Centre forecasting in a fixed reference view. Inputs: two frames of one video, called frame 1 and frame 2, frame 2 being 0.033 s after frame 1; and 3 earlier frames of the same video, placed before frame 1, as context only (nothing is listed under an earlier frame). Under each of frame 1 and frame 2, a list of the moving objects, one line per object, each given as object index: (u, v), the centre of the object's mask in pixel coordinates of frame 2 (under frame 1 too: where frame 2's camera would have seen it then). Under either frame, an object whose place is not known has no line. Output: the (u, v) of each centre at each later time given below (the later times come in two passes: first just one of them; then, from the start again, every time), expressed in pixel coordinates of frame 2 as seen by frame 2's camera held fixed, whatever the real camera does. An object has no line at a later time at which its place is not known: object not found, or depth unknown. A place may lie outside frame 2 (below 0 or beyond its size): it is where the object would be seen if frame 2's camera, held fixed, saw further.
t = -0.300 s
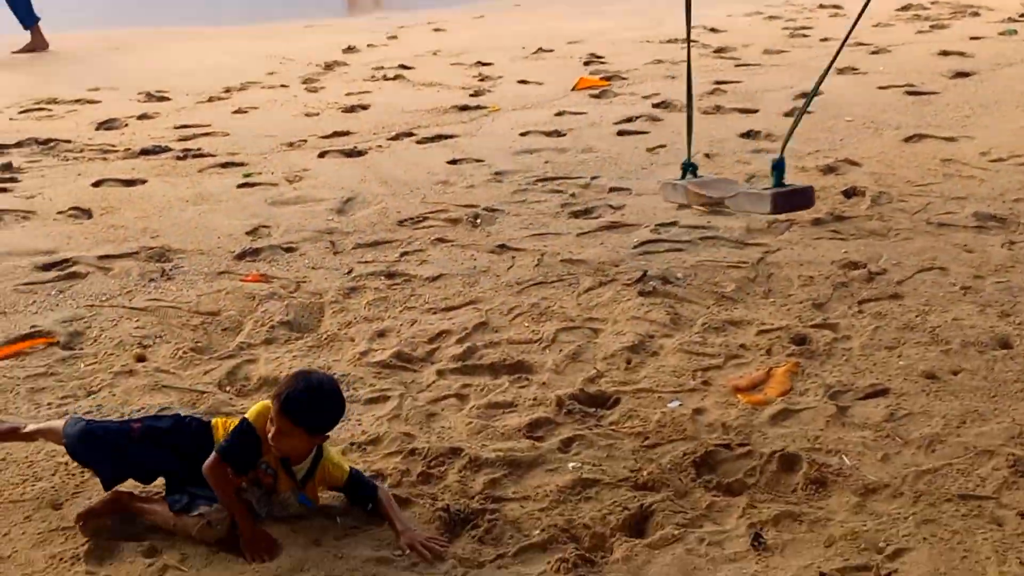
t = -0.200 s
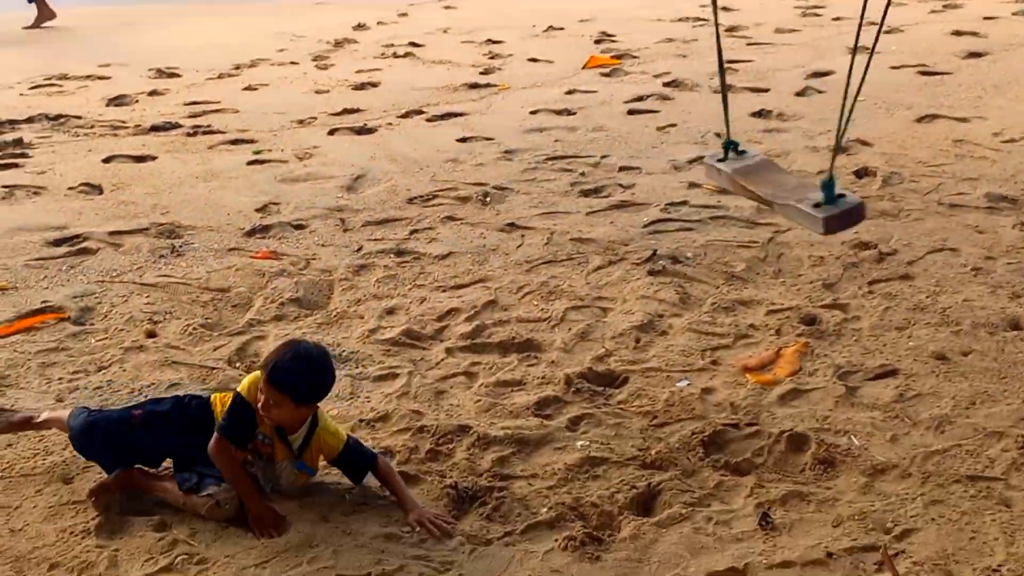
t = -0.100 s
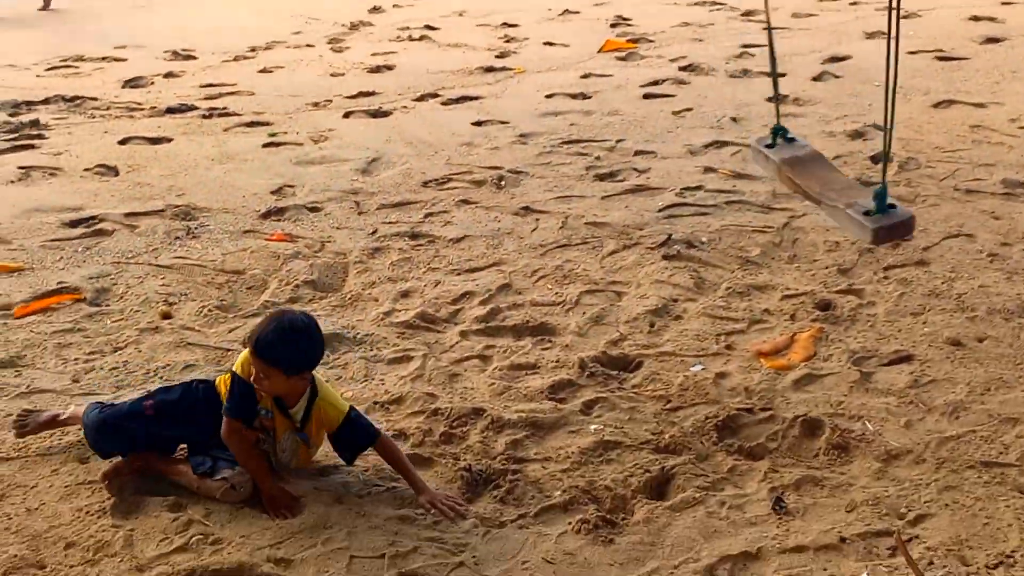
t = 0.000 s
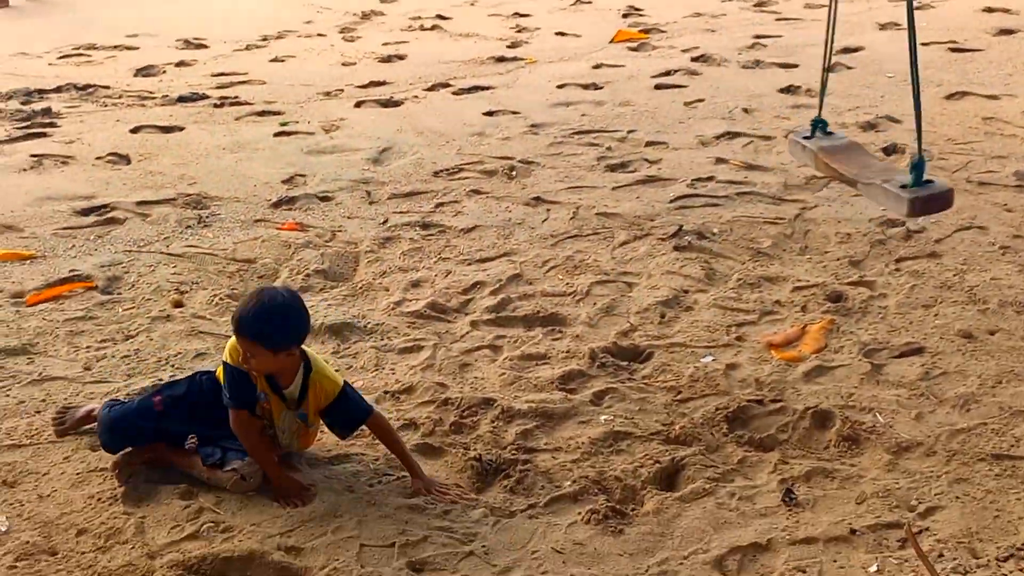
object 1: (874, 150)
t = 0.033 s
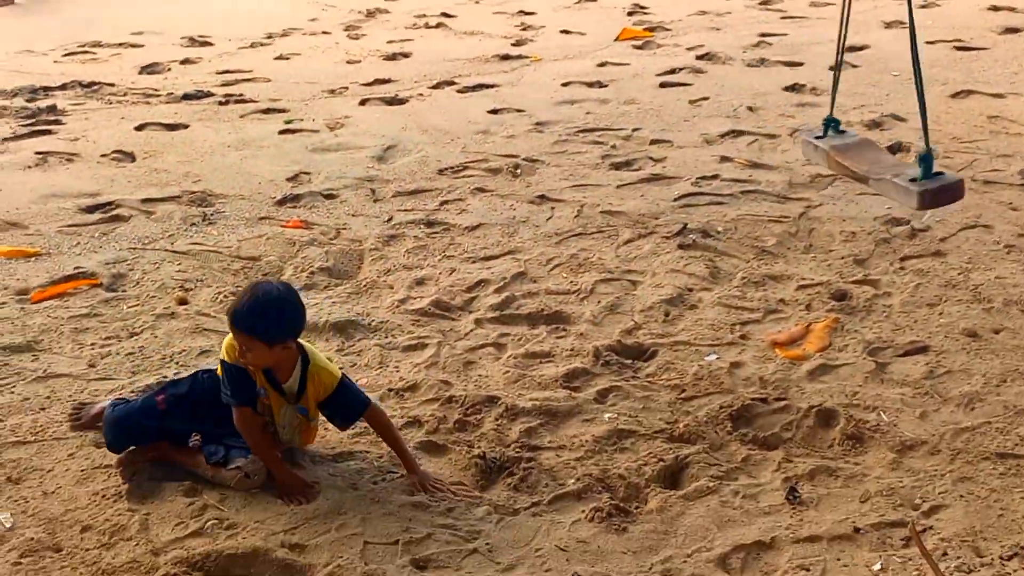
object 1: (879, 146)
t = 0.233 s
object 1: (904, 157)
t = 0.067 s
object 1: (886, 145)
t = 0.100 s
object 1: (890, 142)
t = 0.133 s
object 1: (895, 143)
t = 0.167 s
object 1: (898, 145)
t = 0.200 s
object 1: (902, 150)
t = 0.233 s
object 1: (904, 157)
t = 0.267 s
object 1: (902, 162)
